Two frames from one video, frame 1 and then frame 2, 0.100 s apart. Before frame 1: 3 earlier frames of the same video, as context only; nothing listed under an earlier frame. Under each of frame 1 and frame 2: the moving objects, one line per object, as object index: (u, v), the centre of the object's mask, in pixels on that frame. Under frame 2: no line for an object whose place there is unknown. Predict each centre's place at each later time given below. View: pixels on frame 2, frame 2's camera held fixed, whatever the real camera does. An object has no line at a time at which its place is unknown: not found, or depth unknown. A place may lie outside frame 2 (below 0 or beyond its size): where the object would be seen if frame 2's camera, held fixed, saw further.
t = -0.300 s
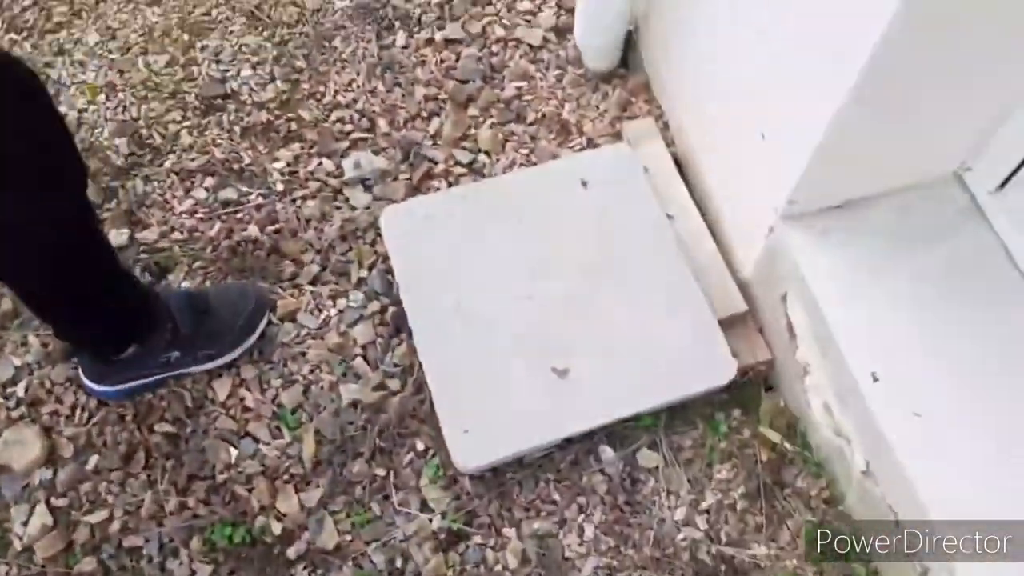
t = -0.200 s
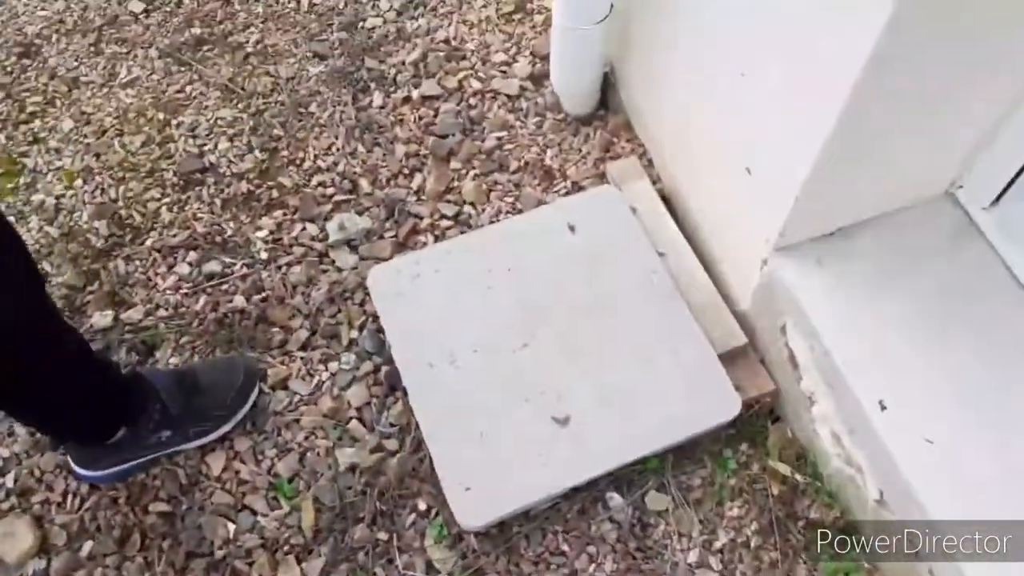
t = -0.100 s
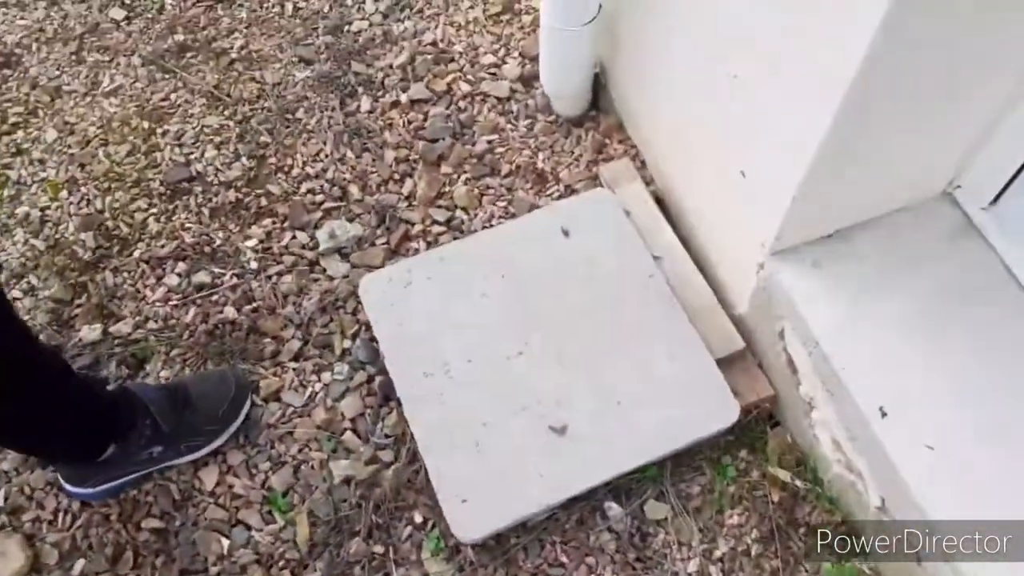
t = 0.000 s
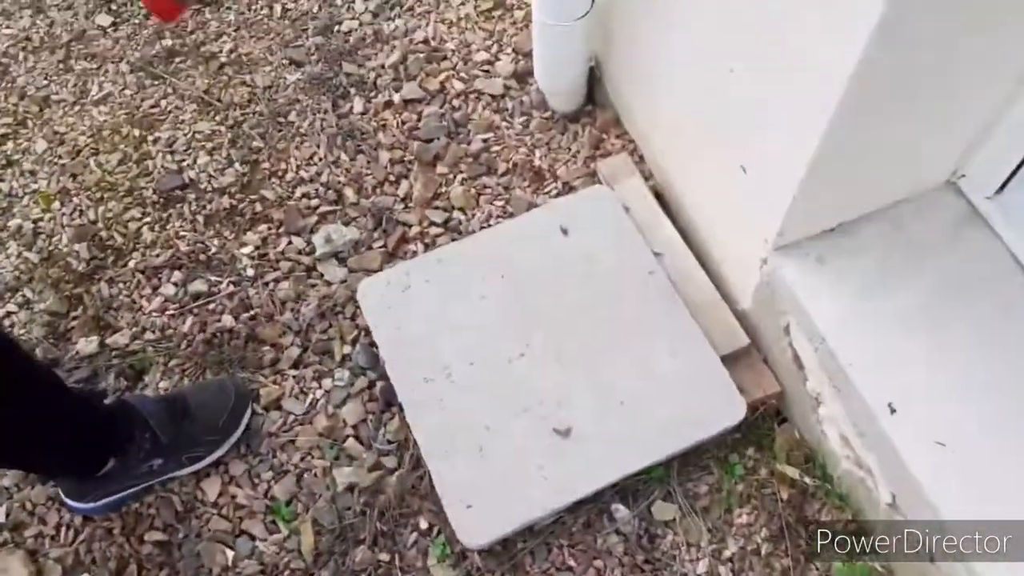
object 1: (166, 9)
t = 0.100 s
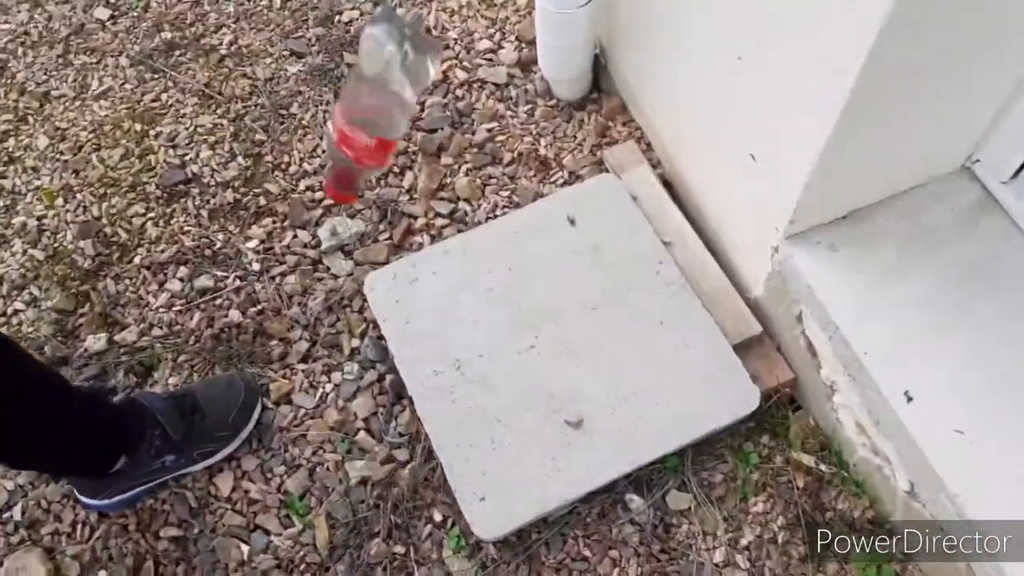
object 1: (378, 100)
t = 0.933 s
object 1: (566, 402)
